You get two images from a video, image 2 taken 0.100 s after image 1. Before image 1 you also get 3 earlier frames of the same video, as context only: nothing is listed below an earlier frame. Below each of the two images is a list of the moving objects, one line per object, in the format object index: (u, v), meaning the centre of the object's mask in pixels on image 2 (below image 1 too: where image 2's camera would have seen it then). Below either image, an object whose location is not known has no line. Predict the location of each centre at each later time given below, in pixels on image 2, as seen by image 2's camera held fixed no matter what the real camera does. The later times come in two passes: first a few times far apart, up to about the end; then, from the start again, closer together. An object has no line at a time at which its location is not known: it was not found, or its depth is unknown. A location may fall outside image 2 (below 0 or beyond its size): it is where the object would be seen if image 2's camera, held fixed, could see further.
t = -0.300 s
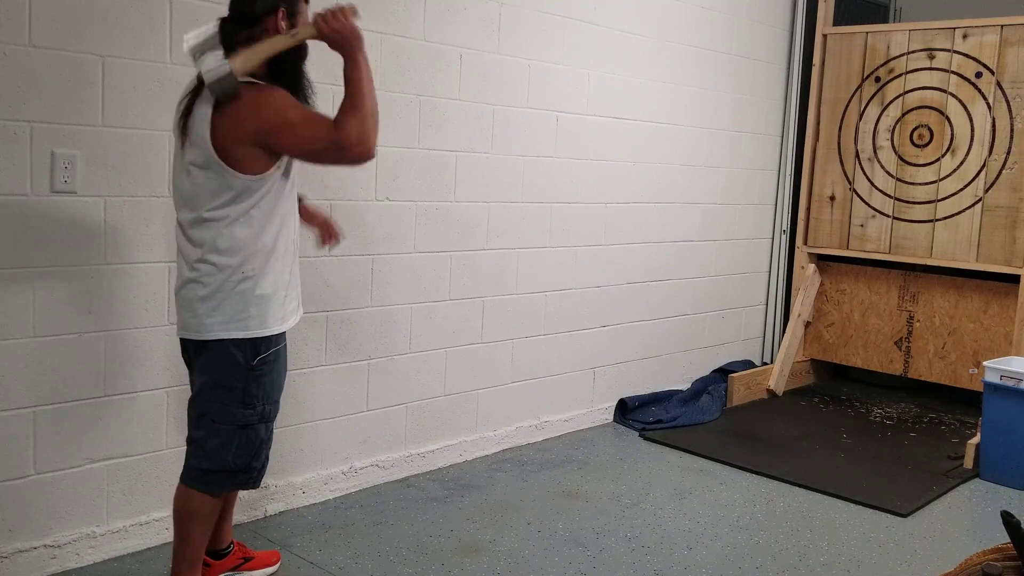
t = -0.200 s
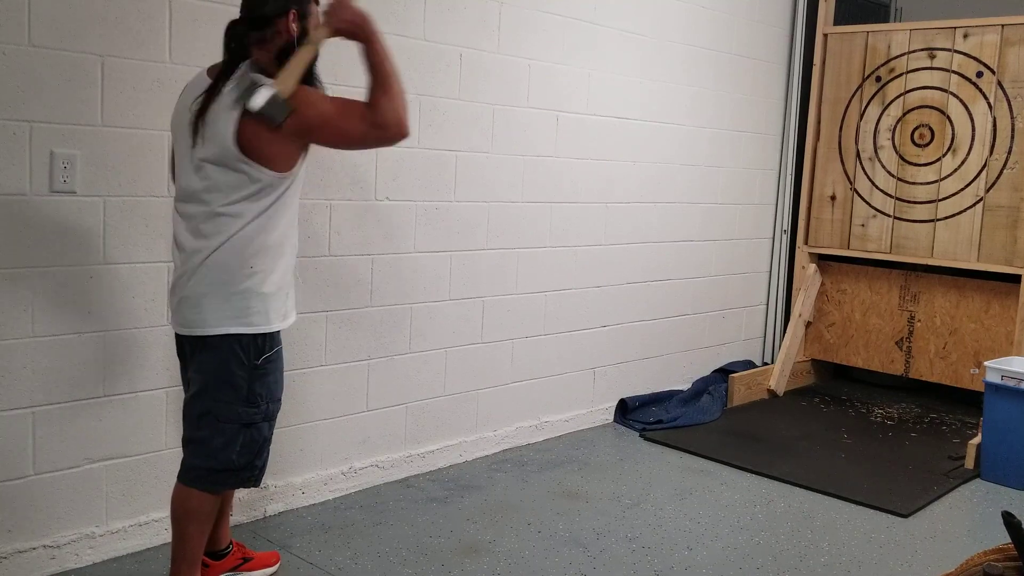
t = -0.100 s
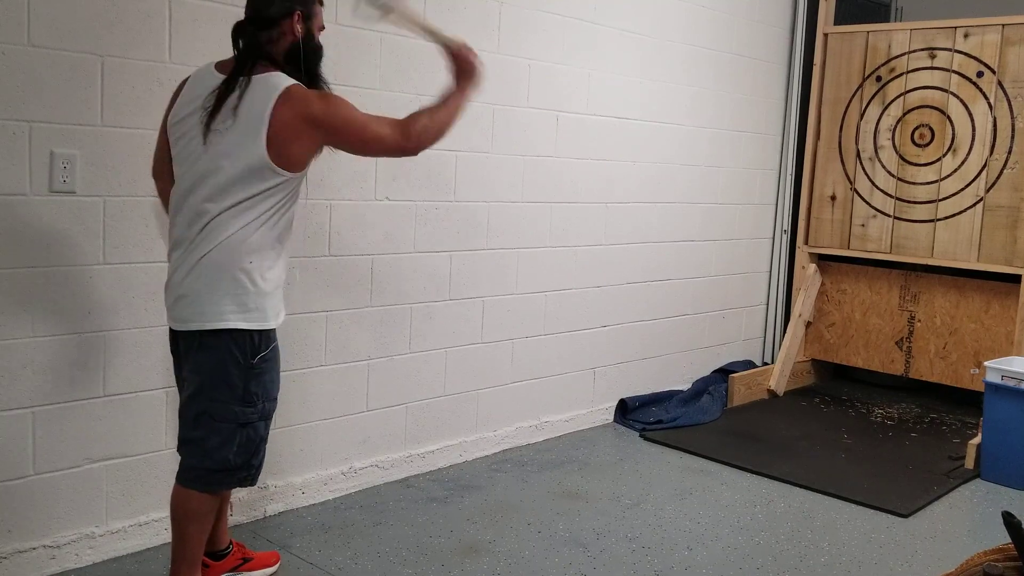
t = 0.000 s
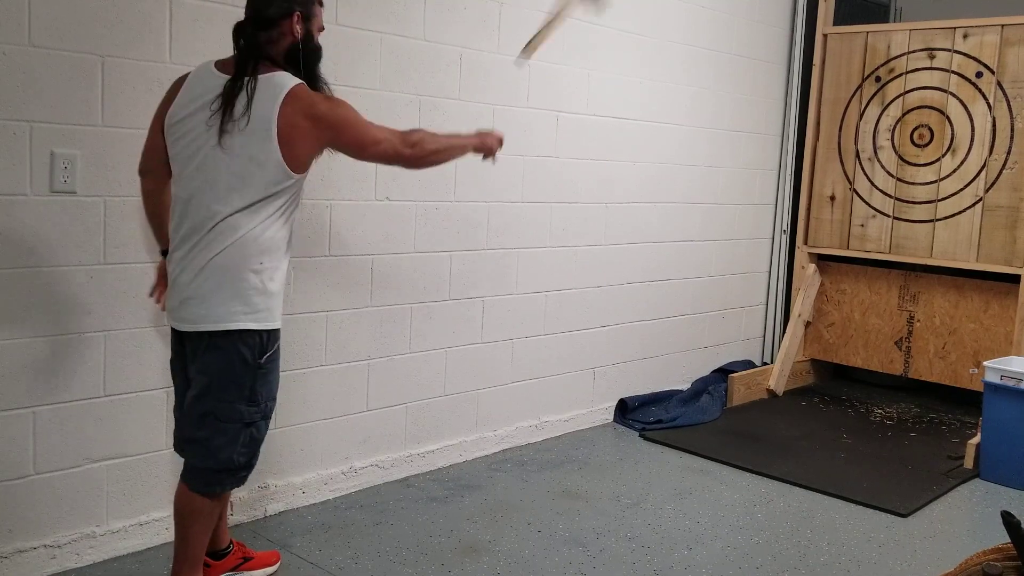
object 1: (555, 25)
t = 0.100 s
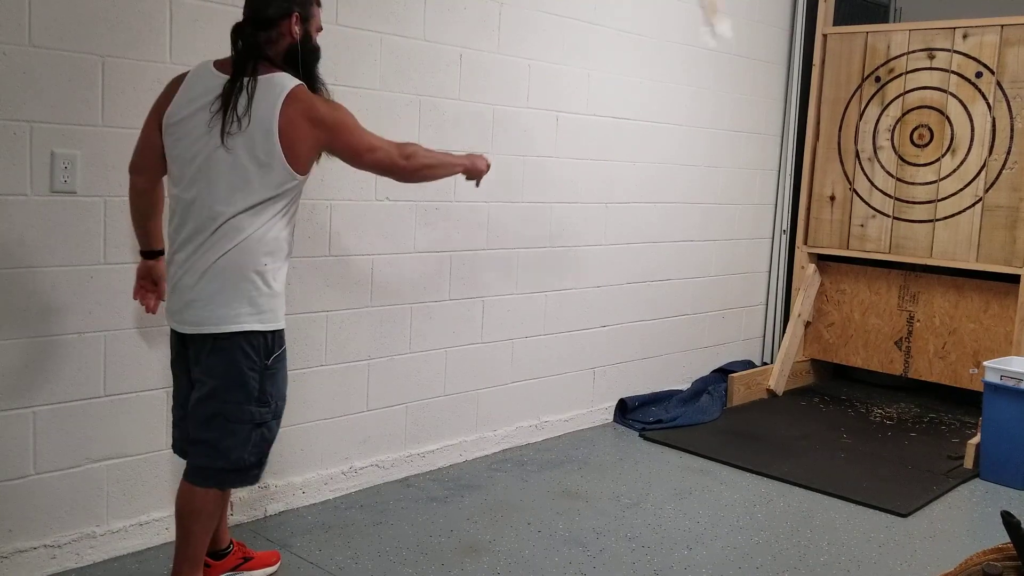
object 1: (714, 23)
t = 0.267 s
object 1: (868, 98)
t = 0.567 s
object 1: (915, 155)
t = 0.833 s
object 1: (915, 155)
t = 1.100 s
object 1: (915, 155)
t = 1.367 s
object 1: (915, 155)
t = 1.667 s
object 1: (915, 155)
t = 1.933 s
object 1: (915, 155)
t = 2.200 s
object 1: (915, 155)
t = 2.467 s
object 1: (915, 155)
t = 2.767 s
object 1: (915, 155)
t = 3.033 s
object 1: (915, 155)
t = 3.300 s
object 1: (915, 155)
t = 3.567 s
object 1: (915, 154)
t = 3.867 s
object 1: (915, 154)
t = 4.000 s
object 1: (915, 155)
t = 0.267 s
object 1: (868, 98)
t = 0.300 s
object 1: (888, 109)
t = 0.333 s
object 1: (905, 151)
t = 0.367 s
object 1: (915, 155)
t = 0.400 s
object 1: (915, 155)
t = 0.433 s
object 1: (915, 155)
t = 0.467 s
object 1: (915, 155)
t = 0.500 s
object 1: (915, 155)
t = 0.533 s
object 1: (915, 155)
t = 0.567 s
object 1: (915, 155)
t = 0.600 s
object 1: (915, 155)
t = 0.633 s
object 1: (915, 155)
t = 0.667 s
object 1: (915, 155)
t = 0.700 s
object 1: (915, 155)
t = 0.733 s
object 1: (915, 155)
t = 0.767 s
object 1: (915, 155)
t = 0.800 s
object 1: (915, 155)
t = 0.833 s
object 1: (915, 155)
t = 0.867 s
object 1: (915, 155)
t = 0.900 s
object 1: (915, 155)
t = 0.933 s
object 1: (915, 155)
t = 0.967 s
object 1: (915, 155)
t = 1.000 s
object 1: (915, 155)
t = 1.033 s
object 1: (915, 155)
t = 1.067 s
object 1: (915, 155)
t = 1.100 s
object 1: (915, 155)
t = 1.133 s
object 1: (915, 155)
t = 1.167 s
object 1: (915, 155)
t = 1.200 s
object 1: (915, 155)
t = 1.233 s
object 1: (915, 155)
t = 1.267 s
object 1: (915, 155)
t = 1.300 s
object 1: (915, 155)
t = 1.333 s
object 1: (915, 155)
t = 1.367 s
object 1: (915, 155)
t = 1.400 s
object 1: (915, 155)
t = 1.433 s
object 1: (915, 155)
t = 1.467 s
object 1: (915, 155)
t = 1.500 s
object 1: (915, 155)
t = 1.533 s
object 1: (915, 155)
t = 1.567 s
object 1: (915, 155)
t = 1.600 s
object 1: (915, 155)
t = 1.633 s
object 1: (915, 155)
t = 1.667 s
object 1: (915, 155)
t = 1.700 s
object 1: (914, 155)
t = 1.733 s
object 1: (915, 155)
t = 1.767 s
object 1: (915, 155)
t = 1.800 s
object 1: (915, 155)
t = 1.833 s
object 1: (915, 155)
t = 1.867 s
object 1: (915, 155)
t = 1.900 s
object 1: (915, 155)
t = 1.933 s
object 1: (915, 155)
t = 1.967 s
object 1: (915, 155)
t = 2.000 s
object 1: (915, 155)
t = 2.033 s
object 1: (915, 155)
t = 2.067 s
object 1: (915, 155)
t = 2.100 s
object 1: (915, 155)
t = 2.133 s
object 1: (915, 155)
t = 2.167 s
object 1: (915, 155)
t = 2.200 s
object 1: (915, 155)
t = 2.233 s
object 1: (915, 155)
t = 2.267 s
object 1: (915, 155)
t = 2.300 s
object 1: (915, 155)
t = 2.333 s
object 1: (915, 155)
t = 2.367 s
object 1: (915, 155)
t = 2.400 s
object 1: (915, 155)
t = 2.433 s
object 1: (915, 155)
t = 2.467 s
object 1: (915, 155)
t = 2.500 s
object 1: (915, 155)
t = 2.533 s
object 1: (915, 155)
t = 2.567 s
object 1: (915, 155)
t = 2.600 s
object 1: (915, 155)
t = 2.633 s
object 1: (915, 155)
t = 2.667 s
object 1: (915, 155)
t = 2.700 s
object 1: (915, 155)
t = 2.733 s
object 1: (915, 155)
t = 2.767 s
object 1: (915, 155)
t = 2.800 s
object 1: (915, 155)
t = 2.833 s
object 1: (915, 155)
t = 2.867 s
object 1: (915, 155)
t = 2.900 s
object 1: (915, 155)
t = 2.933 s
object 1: (915, 155)
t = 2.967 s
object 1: (915, 155)
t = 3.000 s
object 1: (915, 155)
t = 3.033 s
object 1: (915, 155)
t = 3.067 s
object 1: (915, 155)
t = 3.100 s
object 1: (915, 155)
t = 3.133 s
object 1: (915, 155)
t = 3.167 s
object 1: (915, 155)
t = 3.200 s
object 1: (915, 155)
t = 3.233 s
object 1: (915, 154)
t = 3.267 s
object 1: (915, 155)
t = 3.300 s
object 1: (915, 155)
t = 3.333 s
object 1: (915, 155)
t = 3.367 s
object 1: (915, 155)
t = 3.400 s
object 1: (915, 155)
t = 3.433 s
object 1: (915, 154)
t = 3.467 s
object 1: (915, 154)
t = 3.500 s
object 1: (915, 155)
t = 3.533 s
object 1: (915, 154)
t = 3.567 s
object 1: (915, 154)
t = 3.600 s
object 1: (915, 154)
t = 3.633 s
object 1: (915, 155)
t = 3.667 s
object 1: (915, 155)
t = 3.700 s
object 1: (915, 154)
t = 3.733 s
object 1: (915, 154)
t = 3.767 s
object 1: (915, 154)
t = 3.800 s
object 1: (915, 154)
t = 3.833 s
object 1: (915, 154)
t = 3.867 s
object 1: (915, 154)
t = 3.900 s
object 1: (915, 154)
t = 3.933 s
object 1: (915, 155)
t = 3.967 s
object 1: (915, 155)
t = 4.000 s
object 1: (915, 155)
